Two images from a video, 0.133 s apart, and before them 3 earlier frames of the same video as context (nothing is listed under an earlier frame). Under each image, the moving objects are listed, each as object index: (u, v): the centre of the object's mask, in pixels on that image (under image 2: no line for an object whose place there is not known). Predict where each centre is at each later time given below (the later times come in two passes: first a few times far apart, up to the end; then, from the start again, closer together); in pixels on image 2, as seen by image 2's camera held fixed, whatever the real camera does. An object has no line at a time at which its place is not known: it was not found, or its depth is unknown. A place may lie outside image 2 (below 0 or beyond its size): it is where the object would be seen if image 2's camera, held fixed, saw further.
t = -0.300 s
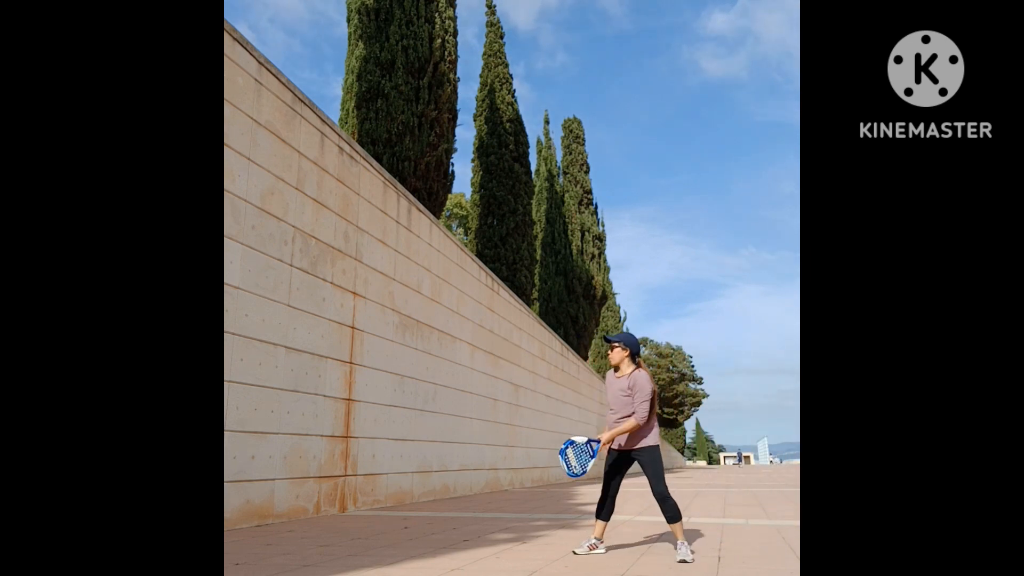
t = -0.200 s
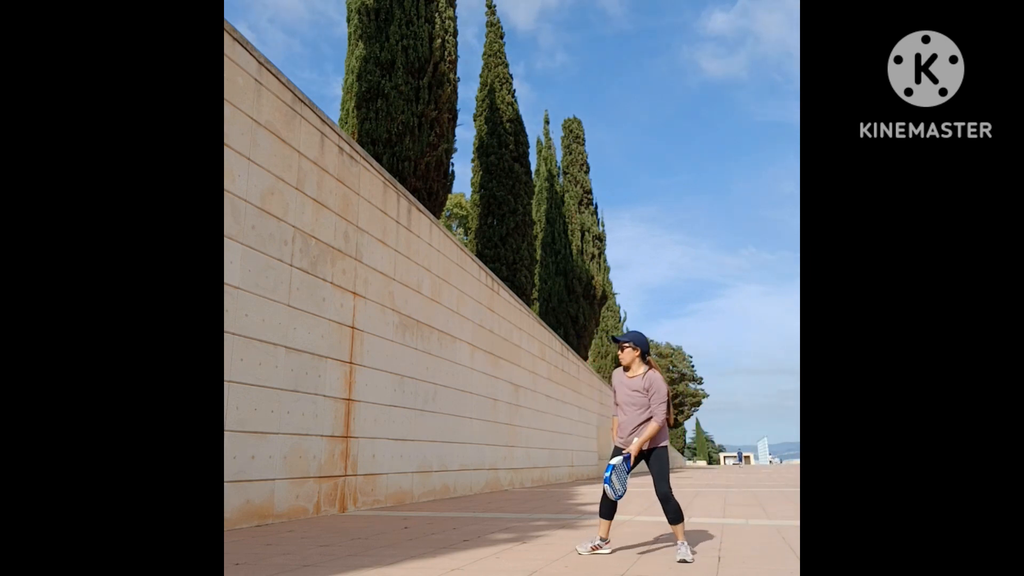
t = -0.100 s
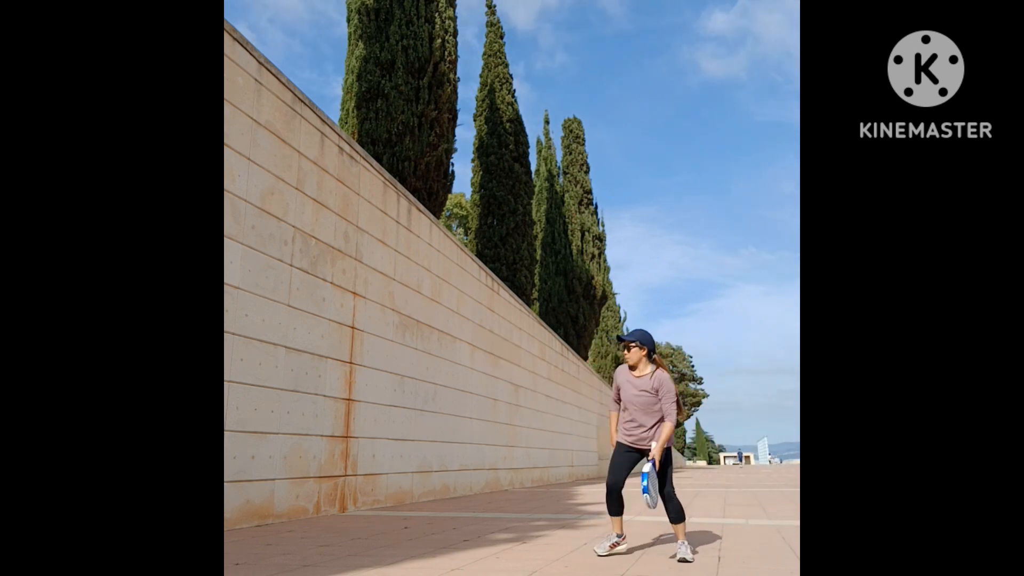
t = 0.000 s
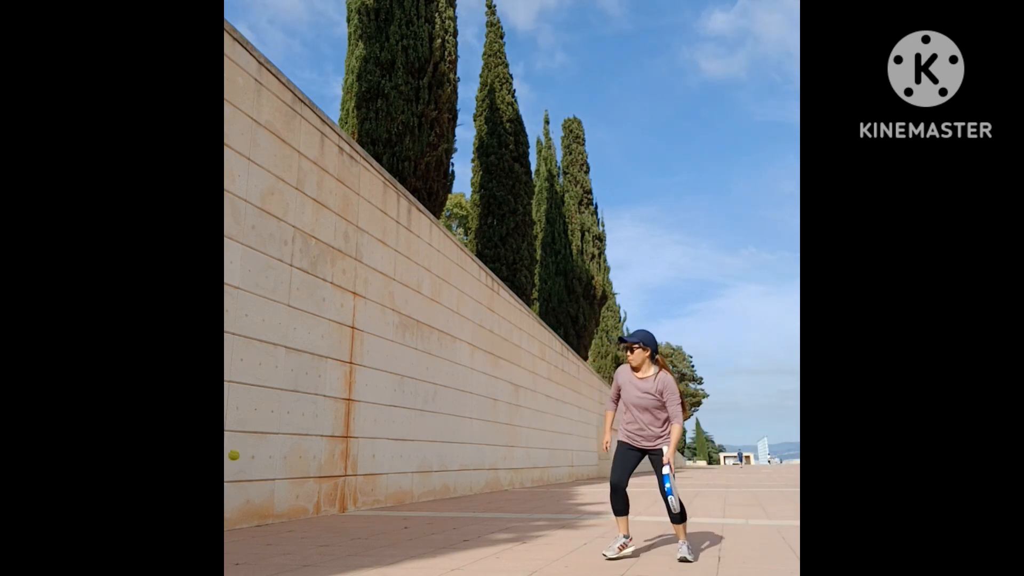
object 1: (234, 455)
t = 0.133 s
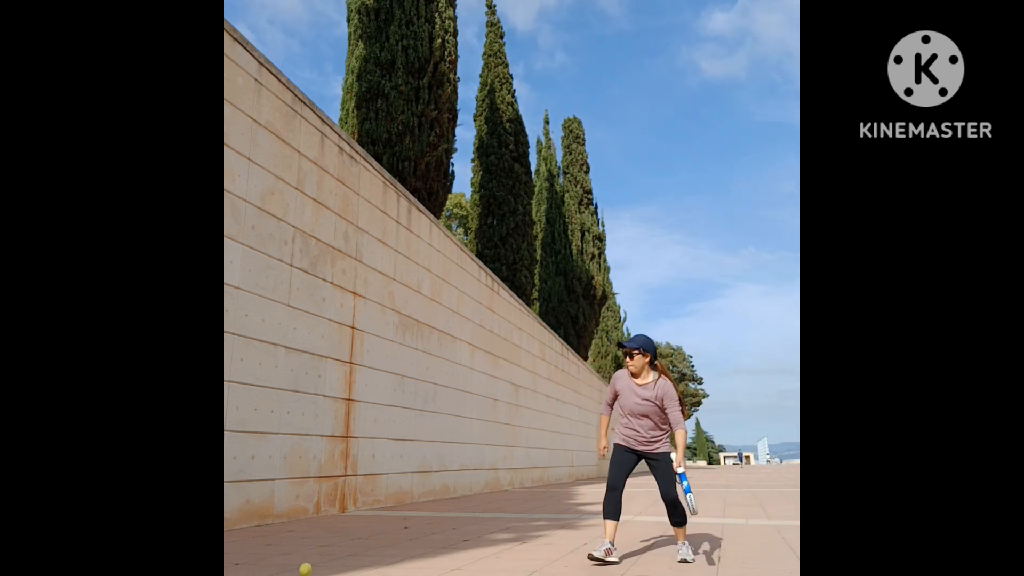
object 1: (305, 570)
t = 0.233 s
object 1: (346, 507)
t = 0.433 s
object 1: (427, 434)
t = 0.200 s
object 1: (332, 526)
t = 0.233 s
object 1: (346, 507)
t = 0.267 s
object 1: (359, 490)
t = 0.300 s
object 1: (373, 475)
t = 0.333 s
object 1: (386, 462)
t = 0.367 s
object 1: (400, 450)
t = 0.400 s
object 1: (413, 441)
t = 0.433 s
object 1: (427, 434)
